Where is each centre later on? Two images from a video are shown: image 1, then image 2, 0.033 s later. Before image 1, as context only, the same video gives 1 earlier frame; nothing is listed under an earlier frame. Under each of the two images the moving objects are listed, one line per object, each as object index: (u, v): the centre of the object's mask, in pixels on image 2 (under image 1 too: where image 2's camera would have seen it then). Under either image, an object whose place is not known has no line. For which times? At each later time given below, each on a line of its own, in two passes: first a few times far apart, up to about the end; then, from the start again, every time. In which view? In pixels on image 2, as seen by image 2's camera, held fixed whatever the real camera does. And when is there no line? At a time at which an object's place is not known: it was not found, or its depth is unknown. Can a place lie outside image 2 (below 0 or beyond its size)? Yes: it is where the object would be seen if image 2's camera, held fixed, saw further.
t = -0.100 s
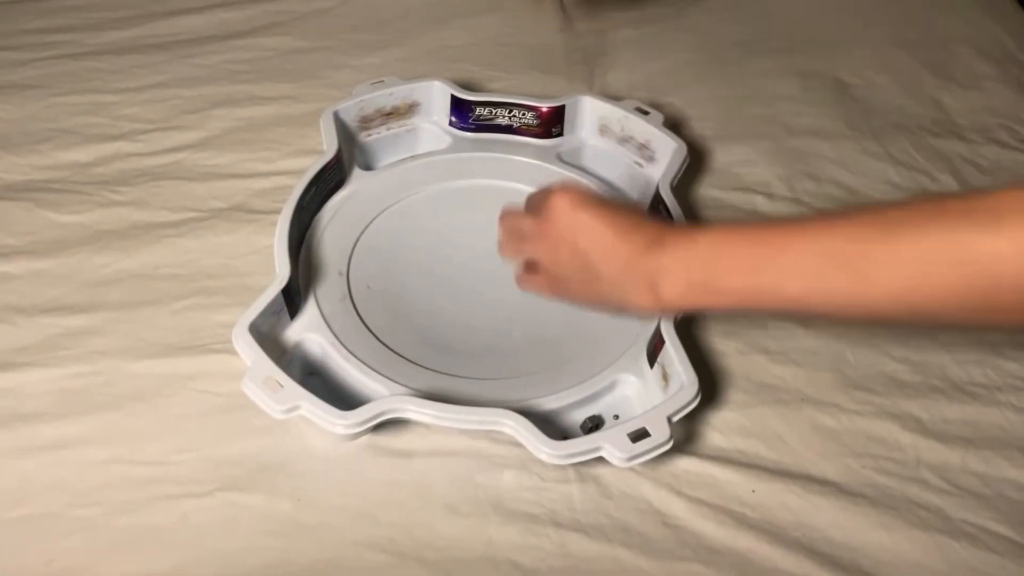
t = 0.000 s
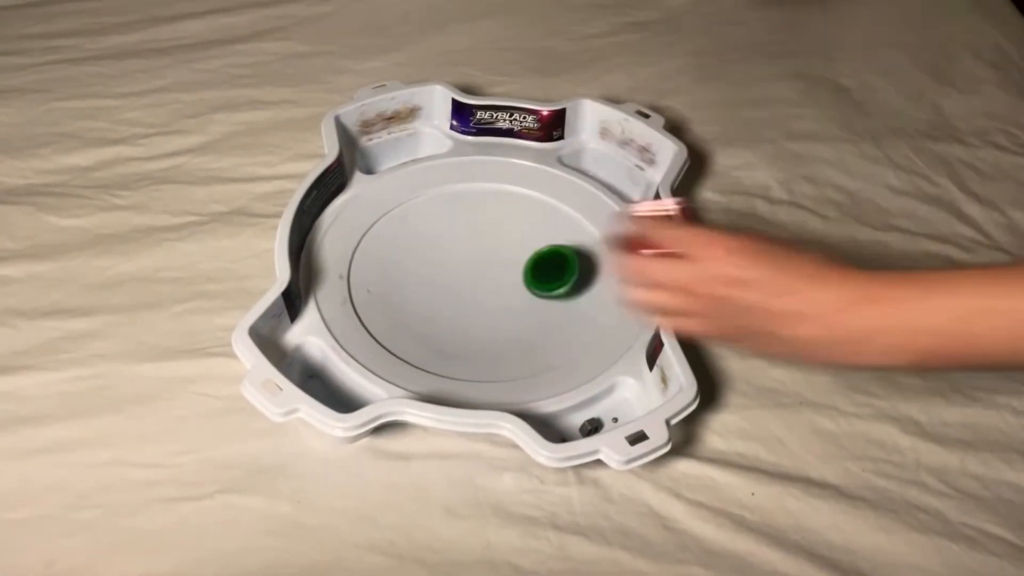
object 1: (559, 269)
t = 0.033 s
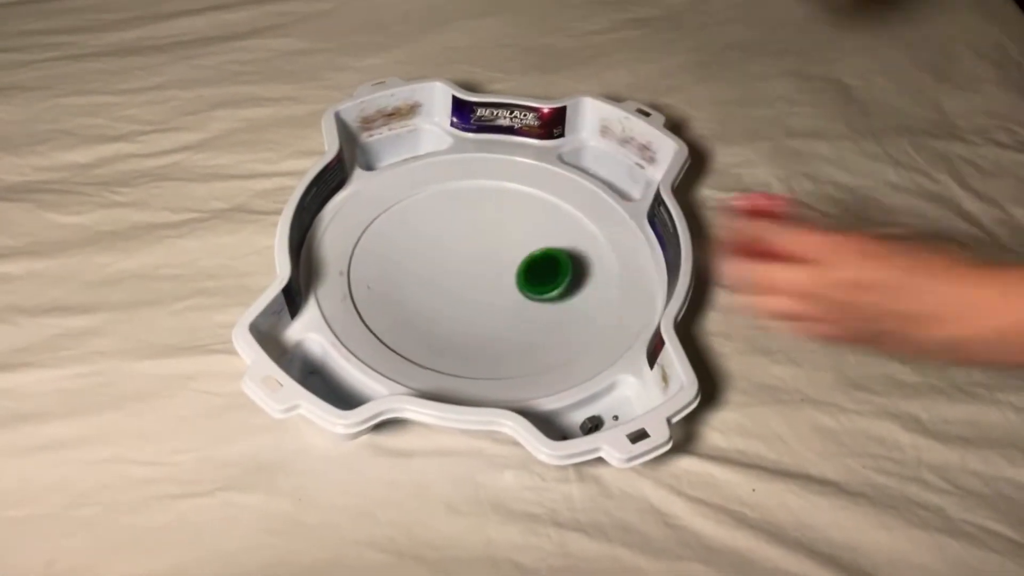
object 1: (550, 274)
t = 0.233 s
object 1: (498, 283)
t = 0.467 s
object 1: (477, 301)
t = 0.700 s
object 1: (523, 320)
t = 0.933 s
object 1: (562, 317)
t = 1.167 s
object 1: (553, 312)
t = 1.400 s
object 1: (516, 313)
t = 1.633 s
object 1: (472, 323)
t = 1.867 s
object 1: (461, 321)
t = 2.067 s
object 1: (468, 300)
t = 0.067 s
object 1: (540, 279)
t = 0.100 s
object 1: (532, 277)
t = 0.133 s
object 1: (522, 281)
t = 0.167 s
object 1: (513, 281)
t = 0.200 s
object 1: (506, 281)
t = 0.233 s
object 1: (498, 283)
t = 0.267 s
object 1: (491, 285)
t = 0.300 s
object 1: (485, 287)
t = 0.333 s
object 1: (481, 289)
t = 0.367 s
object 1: (478, 292)
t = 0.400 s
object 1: (476, 294)
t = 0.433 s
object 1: (475, 298)
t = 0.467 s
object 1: (477, 301)
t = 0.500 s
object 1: (480, 305)
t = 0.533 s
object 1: (484, 308)
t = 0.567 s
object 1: (491, 311)
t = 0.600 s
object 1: (498, 314)
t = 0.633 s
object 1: (506, 317)
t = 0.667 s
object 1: (514, 319)
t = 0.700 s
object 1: (523, 320)
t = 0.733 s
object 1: (531, 321)
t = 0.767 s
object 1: (538, 321)
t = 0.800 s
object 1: (545, 321)
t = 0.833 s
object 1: (551, 320)
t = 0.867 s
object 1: (555, 319)
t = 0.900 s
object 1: (559, 318)
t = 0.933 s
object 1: (562, 317)
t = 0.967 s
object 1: (563, 316)
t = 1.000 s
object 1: (563, 315)
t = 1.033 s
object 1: (563, 315)
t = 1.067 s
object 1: (562, 314)
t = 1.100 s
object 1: (560, 314)
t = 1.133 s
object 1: (557, 313)
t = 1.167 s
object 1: (553, 312)
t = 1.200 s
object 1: (550, 312)
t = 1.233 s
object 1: (546, 312)
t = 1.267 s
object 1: (541, 312)
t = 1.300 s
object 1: (535, 312)
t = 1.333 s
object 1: (529, 312)
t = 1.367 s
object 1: (523, 312)
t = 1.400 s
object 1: (516, 313)
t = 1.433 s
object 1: (509, 314)
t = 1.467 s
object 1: (501, 315)
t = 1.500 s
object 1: (495, 317)
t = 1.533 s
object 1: (488, 318)
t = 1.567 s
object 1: (482, 320)
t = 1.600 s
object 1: (476, 321)
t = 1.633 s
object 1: (472, 323)
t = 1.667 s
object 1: (467, 324)
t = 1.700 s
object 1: (464, 325)
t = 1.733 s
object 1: (462, 325)
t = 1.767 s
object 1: (461, 325)
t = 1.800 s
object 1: (460, 324)
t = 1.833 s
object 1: (460, 323)
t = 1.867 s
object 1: (461, 321)
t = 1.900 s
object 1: (462, 318)
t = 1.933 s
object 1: (464, 315)
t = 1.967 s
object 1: (466, 312)
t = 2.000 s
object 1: (467, 308)
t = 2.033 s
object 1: (468, 304)
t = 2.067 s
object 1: (468, 300)
